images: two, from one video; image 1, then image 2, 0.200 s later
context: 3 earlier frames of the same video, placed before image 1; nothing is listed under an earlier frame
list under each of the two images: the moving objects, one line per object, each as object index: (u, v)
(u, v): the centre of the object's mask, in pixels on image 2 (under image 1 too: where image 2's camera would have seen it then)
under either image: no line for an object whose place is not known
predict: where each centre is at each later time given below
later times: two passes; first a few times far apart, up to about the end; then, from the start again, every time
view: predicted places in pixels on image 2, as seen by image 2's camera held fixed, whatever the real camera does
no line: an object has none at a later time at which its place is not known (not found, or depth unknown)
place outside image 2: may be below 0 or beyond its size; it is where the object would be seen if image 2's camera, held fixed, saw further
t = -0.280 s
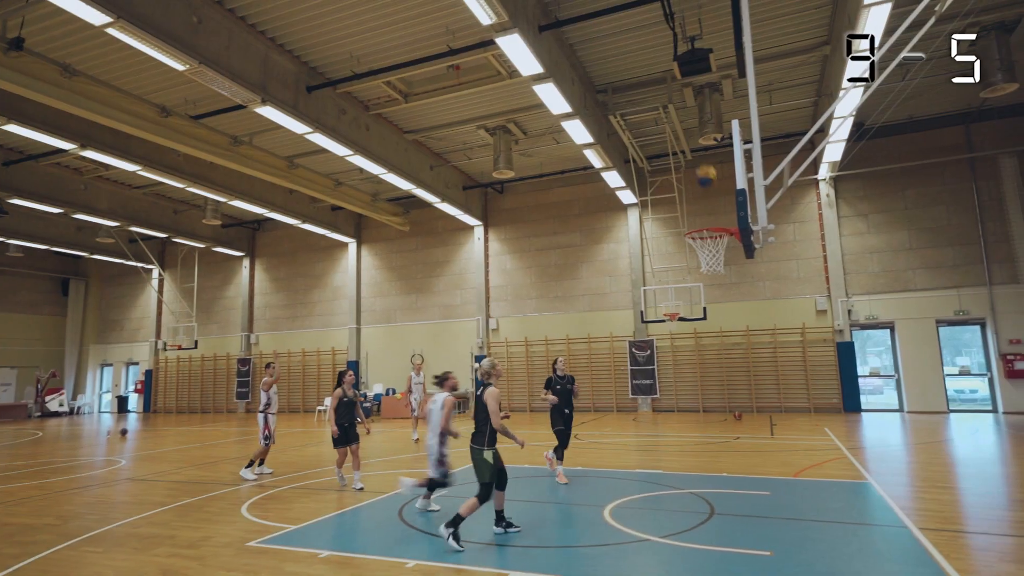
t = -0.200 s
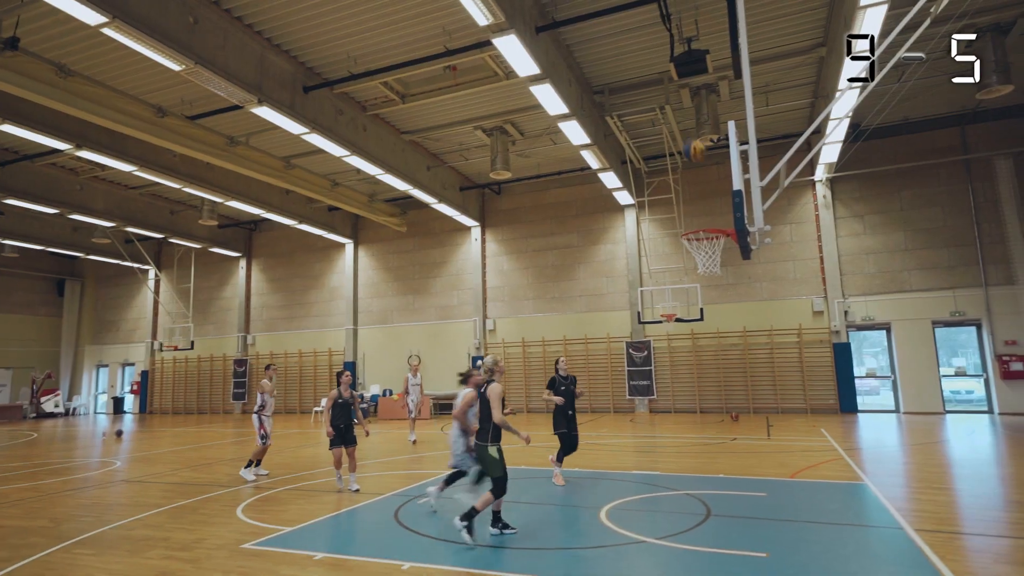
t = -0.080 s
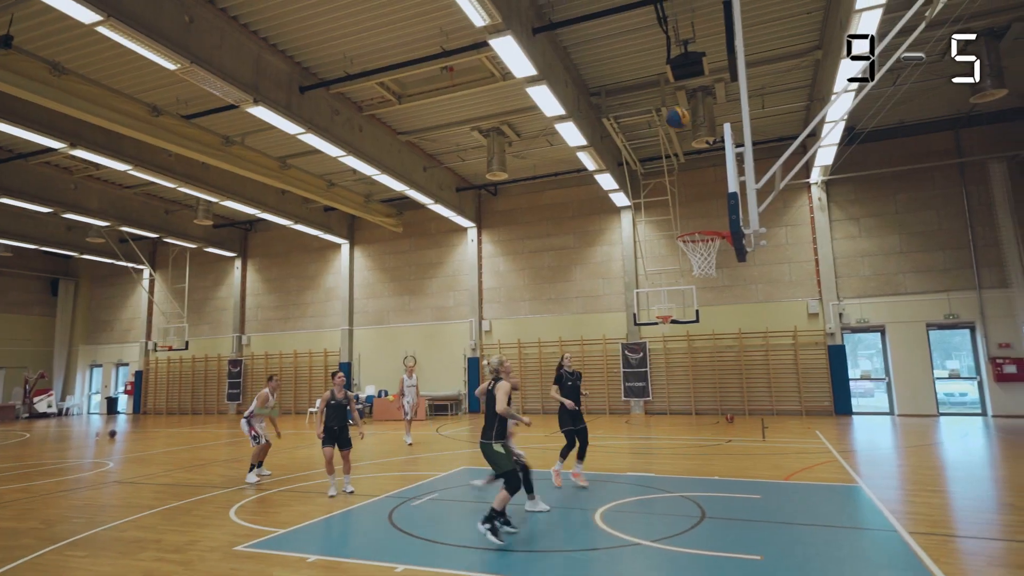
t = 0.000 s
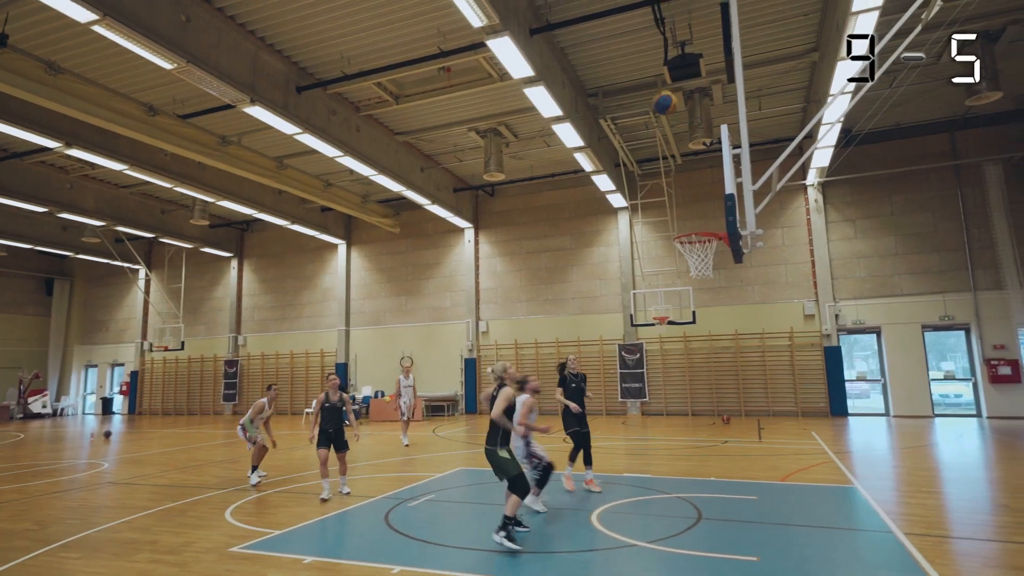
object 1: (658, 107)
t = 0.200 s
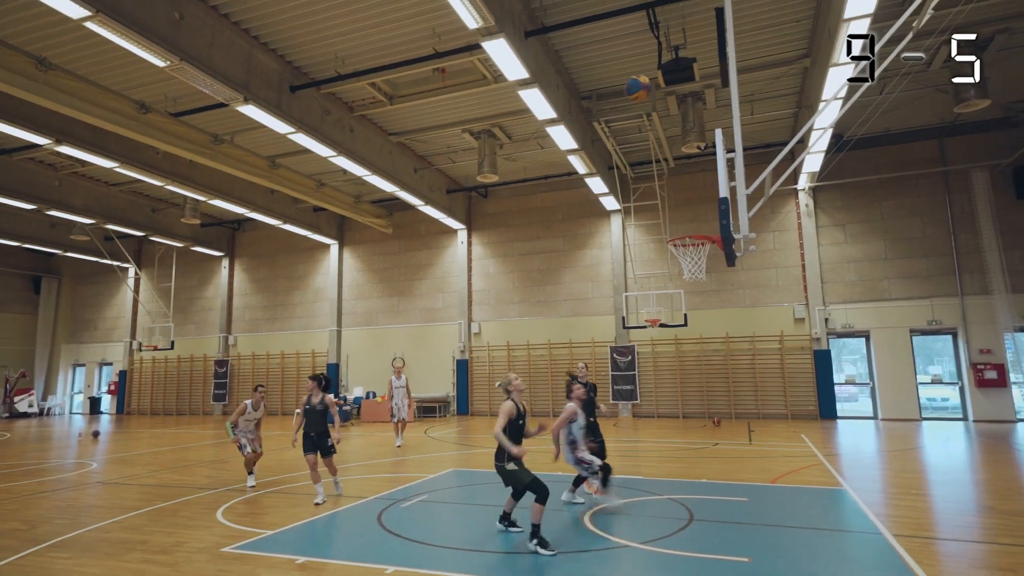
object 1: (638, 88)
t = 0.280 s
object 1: (629, 90)
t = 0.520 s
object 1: (594, 145)
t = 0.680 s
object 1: (555, 233)
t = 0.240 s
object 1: (634, 88)
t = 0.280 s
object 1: (629, 90)
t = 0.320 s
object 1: (624, 94)
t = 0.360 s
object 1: (620, 100)
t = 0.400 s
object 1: (614, 107)
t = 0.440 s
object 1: (608, 118)
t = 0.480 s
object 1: (601, 131)
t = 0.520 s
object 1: (594, 145)
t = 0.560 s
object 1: (587, 161)
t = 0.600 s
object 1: (576, 185)
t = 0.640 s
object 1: (569, 207)
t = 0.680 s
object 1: (555, 233)
